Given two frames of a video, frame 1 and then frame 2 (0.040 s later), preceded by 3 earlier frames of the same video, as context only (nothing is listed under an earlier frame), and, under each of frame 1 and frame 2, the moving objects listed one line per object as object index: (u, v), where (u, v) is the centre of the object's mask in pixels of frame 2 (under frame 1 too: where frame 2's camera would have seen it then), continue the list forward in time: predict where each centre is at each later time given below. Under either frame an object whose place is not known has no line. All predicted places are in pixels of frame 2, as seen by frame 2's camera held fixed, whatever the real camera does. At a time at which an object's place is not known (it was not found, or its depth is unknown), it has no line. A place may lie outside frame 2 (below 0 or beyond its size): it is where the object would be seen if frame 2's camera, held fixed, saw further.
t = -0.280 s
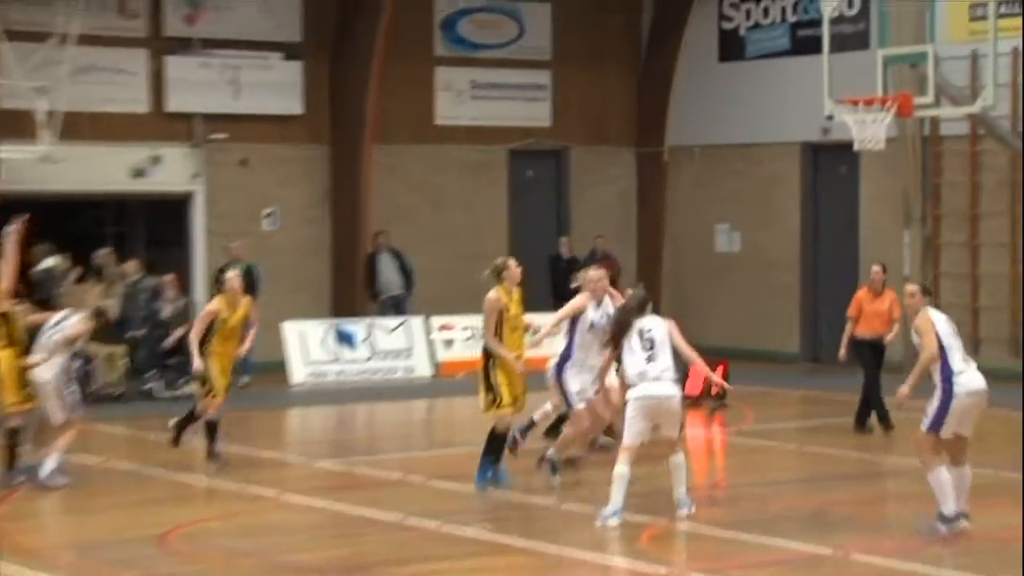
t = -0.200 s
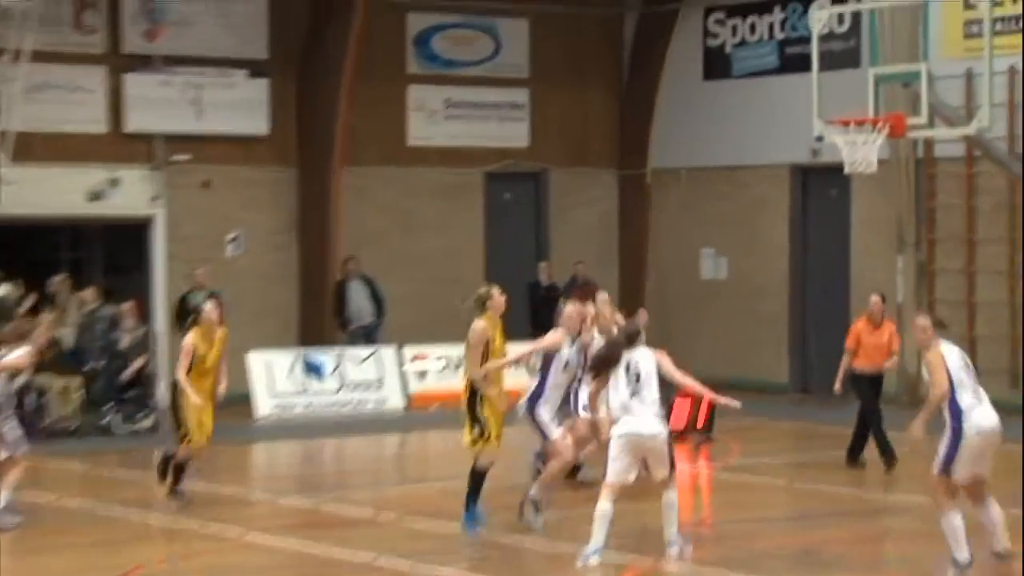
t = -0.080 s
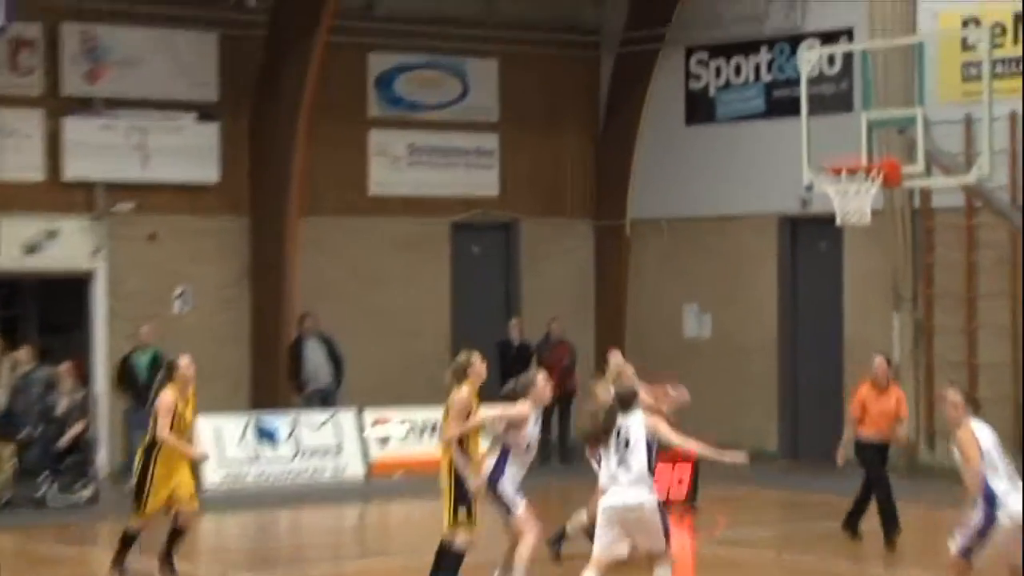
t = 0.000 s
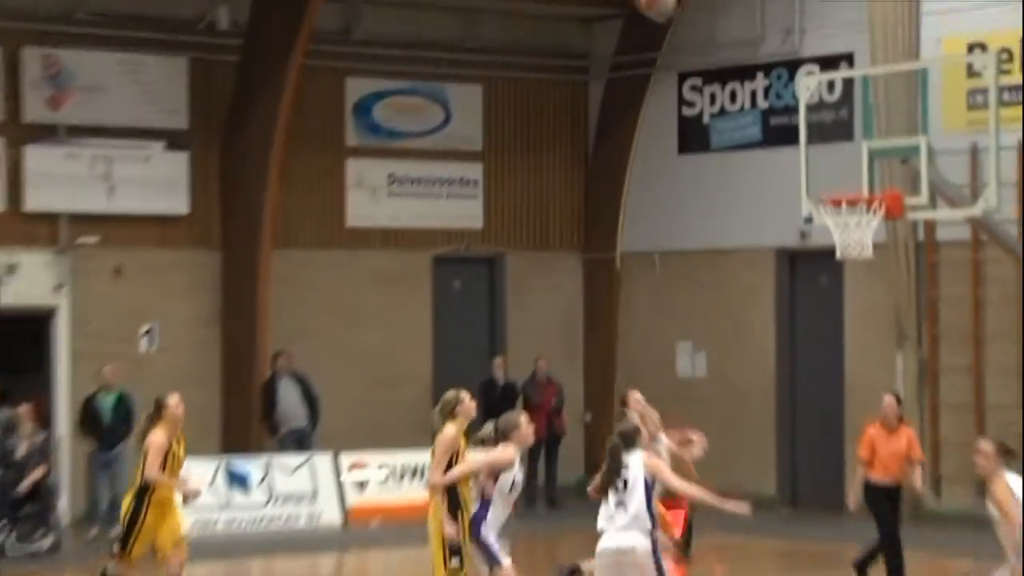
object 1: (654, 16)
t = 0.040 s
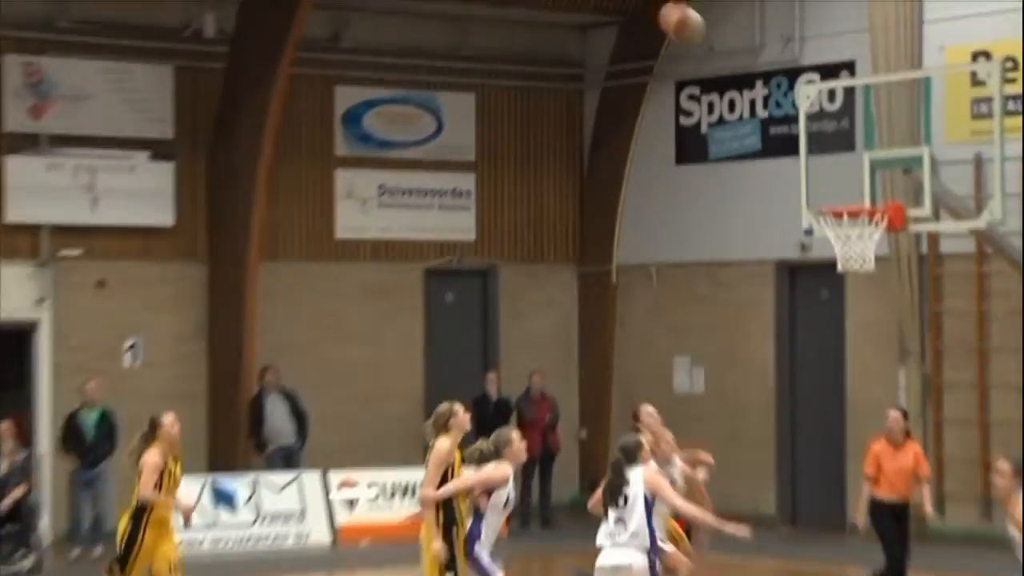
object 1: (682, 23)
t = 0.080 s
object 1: (710, 39)
